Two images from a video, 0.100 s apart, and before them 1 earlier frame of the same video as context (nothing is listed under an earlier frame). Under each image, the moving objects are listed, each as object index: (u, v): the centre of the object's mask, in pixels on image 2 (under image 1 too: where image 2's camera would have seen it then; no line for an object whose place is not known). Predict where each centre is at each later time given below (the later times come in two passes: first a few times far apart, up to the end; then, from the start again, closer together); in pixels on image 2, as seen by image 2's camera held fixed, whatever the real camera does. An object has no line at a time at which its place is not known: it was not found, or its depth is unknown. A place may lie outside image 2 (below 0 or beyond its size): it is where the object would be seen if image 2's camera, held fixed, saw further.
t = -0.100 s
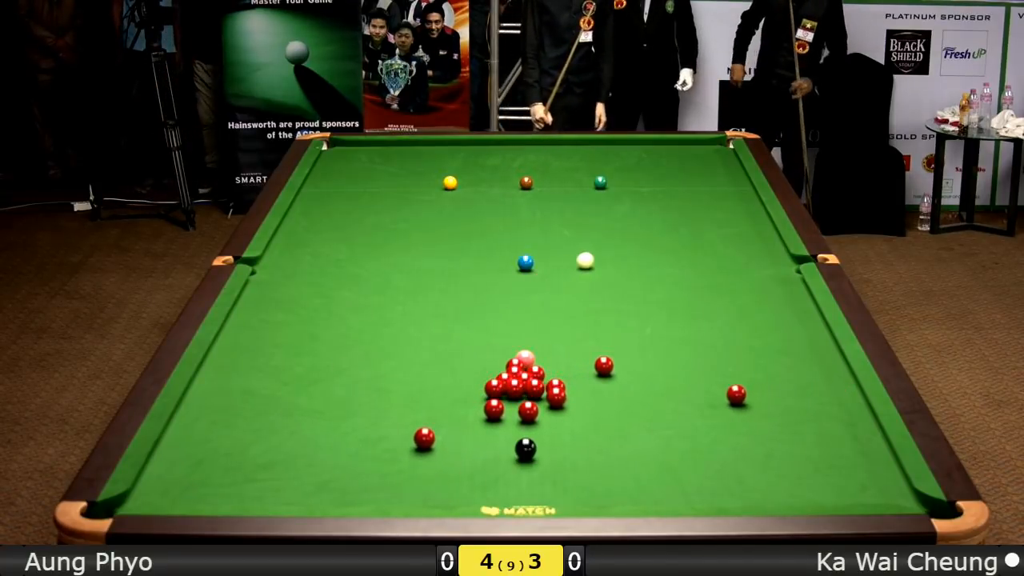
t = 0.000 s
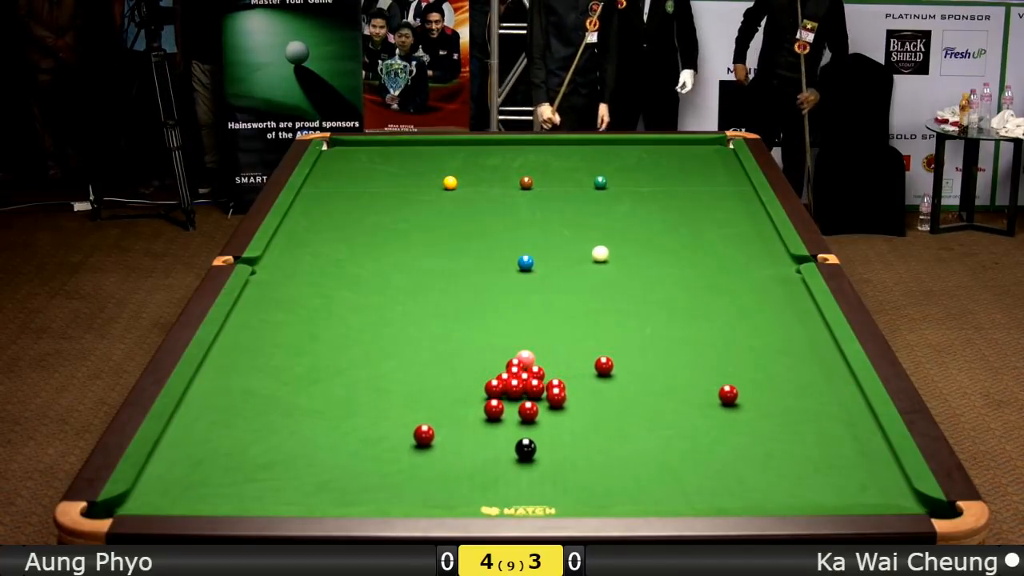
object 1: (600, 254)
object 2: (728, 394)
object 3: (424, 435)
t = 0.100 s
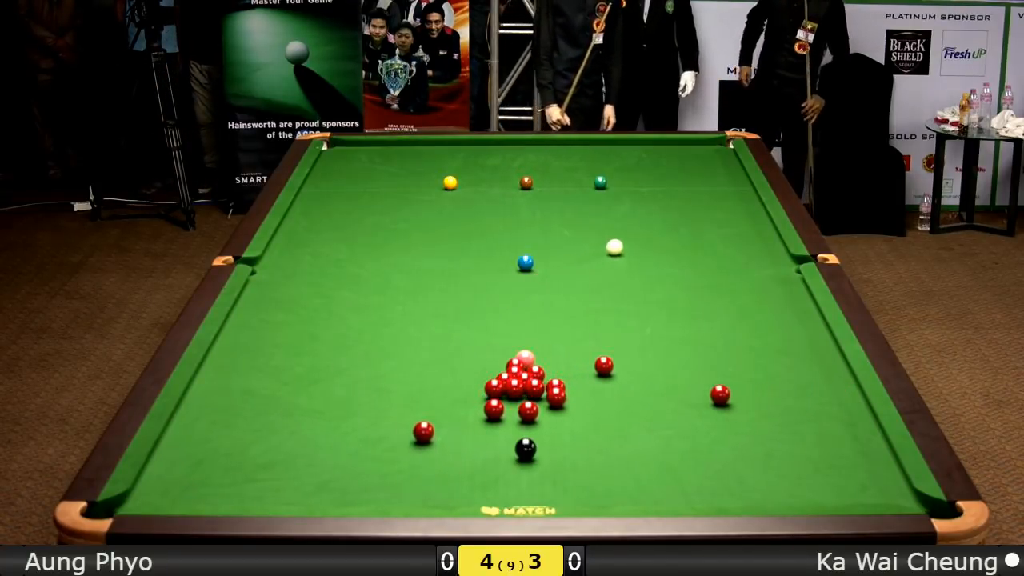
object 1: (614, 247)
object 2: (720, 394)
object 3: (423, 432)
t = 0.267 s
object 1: (639, 236)
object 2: (707, 394)
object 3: (423, 427)
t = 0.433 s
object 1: (659, 227)
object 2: (695, 395)
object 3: (422, 422)
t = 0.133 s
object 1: (620, 245)
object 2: (717, 395)
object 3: (423, 430)
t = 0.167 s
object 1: (625, 242)
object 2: (714, 394)
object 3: (423, 429)
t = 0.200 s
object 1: (628, 241)
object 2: (713, 394)
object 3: (423, 429)
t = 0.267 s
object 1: (639, 236)
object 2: (707, 394)
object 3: (423, 427)
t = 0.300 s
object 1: (641, 235)
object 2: (705, 395)
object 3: (423, 426)
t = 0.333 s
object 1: (647, 233)
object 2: (702, 395)
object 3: (422, 425)
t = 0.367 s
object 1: (652, 230)
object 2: (699, 395)
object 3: (422, 424)
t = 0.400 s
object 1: (654, 229)
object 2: (698, 395)
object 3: (422, 424)
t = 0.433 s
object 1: (659, 227)
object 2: (695, 395)
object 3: (422, 422)
